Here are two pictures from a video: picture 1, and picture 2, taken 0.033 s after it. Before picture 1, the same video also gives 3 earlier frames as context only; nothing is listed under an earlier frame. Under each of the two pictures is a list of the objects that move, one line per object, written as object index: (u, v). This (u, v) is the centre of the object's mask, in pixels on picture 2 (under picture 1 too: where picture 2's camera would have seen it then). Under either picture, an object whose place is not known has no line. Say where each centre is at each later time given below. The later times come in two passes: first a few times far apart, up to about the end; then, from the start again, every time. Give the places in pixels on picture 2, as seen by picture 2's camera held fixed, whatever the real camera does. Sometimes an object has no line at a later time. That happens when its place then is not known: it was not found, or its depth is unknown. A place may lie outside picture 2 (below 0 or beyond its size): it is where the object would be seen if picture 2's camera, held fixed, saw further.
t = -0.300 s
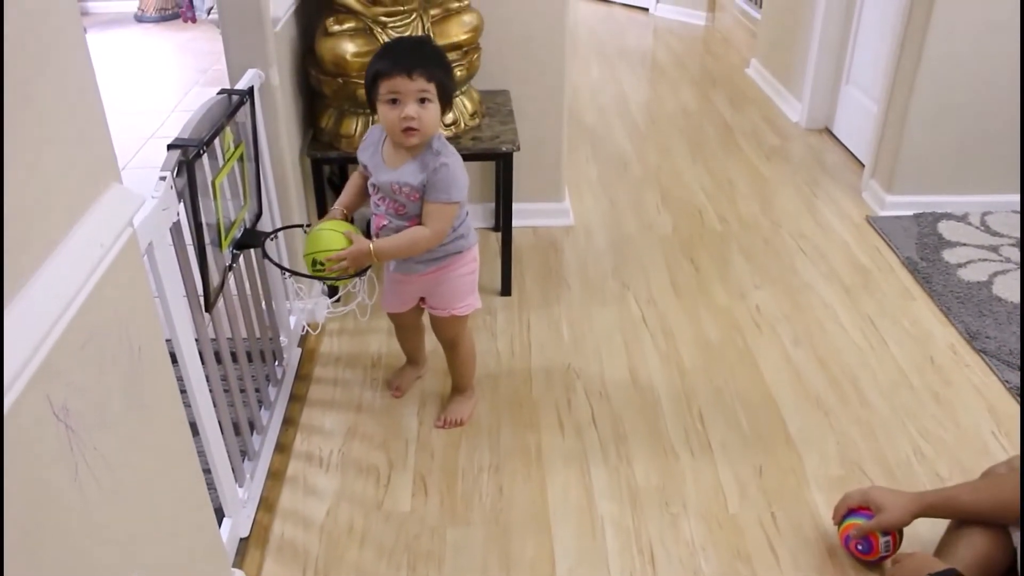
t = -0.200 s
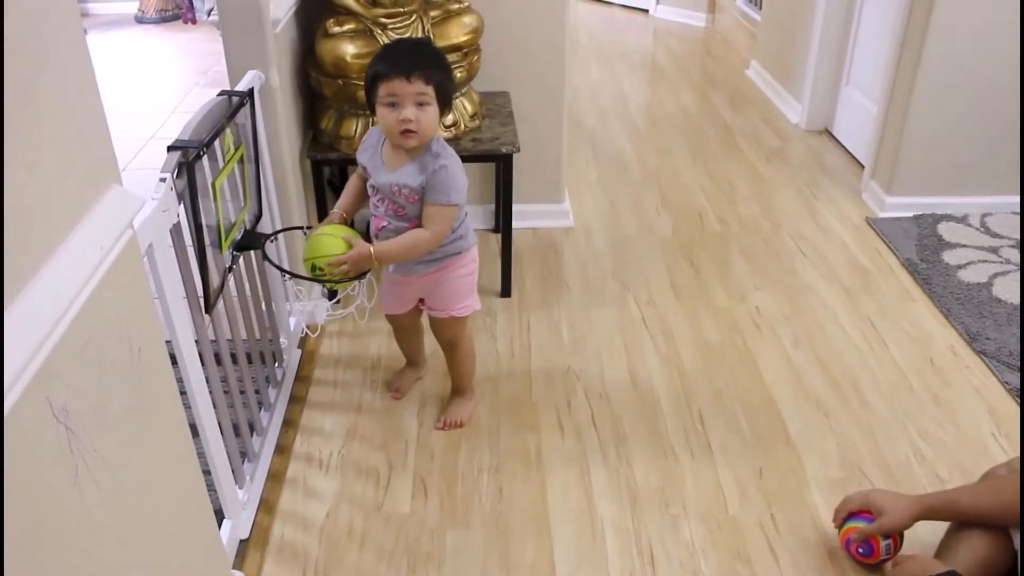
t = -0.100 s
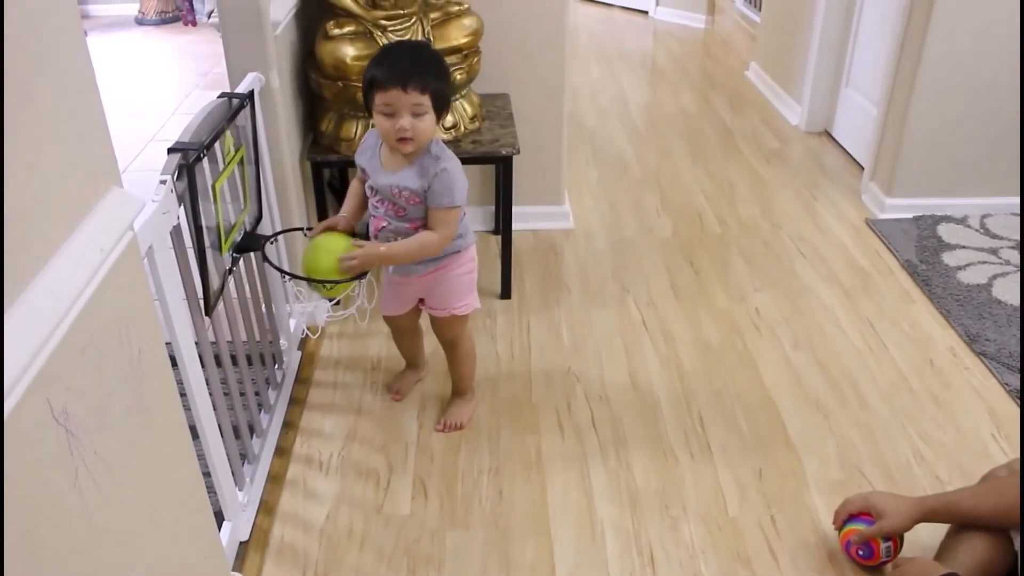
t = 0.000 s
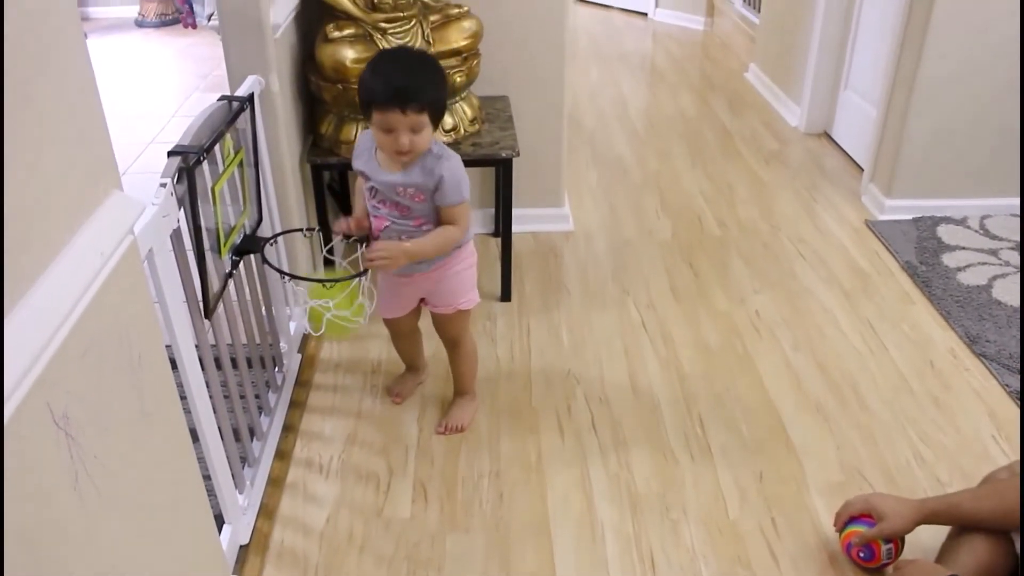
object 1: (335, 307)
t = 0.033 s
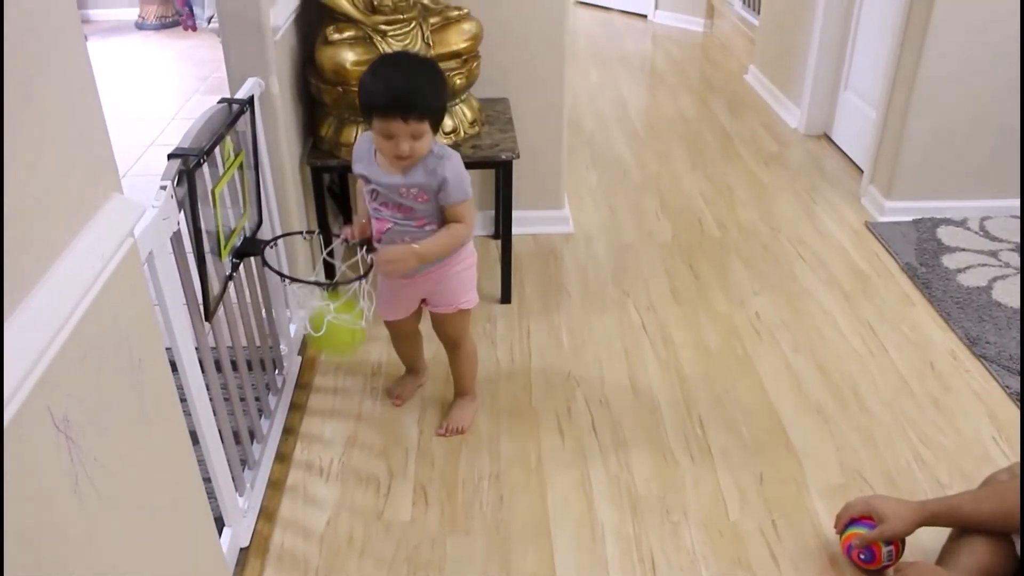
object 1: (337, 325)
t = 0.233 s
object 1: (334, 358)
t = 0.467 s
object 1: (325, 332)
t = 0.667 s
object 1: (328, 389)
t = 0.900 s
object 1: (292, 391)
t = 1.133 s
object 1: (366, 461)
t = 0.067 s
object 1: (338, 352)
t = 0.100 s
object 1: (341, 376)
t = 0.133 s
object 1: (345, 406)
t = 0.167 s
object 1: (343, 400)
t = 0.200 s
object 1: (337, 376)
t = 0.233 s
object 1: (334, 358)
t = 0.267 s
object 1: (331, 344)
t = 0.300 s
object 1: (328, 332)
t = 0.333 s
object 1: (326, 322)
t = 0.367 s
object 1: (325, 319)
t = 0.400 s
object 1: (324, 318)
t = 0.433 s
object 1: (323, 322)
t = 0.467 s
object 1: (325, 332)
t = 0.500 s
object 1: (326, 346)
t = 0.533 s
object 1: (328, 362)
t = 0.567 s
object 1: (328, 378)
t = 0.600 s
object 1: (332, 405)
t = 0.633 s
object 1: (331, 409)
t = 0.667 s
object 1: (328, 389)
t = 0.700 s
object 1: (325, 373)
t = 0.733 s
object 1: (324, 363)
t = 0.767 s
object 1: (321, 353)
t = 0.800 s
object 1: (318, 350)
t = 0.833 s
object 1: (309, 361)
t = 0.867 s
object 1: (300, 372)
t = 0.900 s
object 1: (292, 391)
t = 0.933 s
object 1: (285, 414)
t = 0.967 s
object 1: (288, 434)
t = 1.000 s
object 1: (300, 446)
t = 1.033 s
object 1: (314, 443)
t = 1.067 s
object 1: (332, 446)
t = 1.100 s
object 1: (349, 452)
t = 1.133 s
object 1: (366, 461)
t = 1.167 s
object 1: (380, 461)
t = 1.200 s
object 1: (395, 460)
